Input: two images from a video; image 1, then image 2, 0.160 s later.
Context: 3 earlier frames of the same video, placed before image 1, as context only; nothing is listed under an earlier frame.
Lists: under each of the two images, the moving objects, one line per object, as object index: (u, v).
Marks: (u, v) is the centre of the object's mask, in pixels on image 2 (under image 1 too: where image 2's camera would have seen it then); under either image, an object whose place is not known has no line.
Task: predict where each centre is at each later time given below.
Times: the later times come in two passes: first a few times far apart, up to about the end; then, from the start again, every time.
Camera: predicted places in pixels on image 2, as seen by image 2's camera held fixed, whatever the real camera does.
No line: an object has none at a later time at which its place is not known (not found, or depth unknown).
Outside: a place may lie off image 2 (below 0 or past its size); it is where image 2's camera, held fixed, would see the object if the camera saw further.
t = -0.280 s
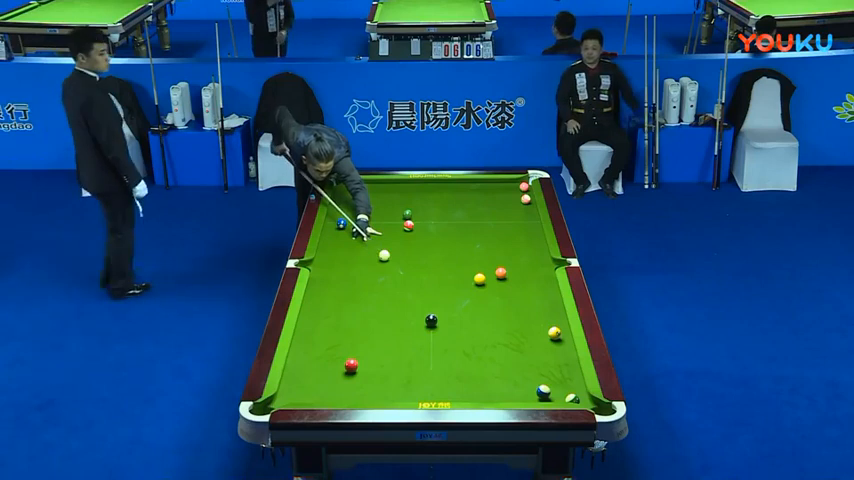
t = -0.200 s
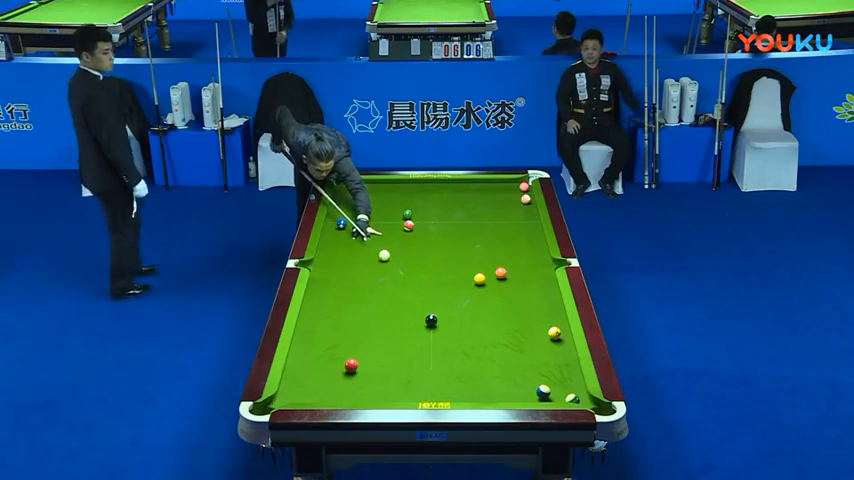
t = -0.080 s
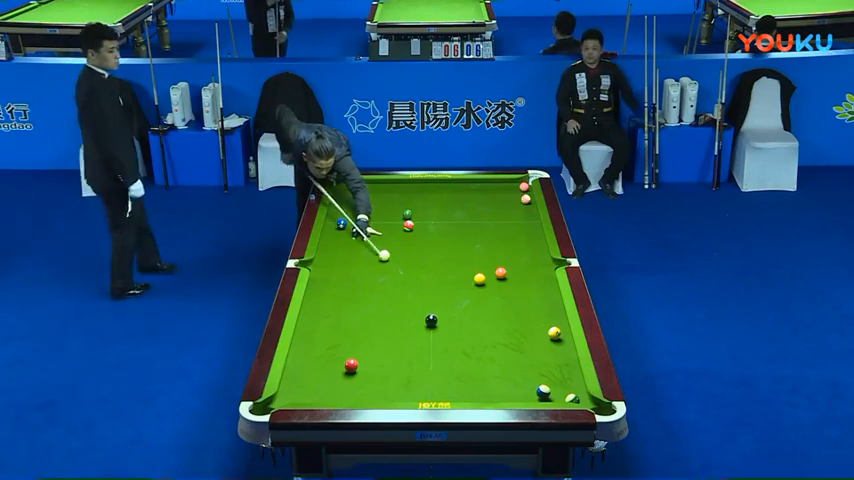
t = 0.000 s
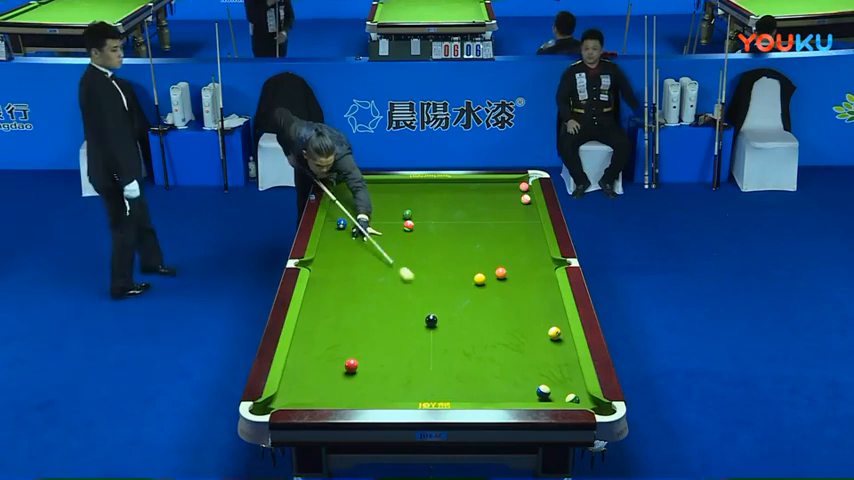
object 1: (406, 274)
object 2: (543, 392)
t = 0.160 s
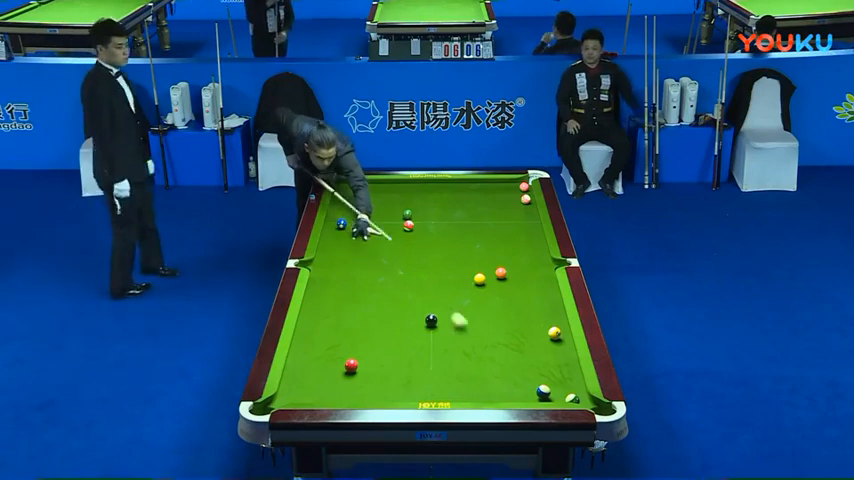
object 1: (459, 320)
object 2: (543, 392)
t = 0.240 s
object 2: (543, 392)
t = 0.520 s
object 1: (516, 393)
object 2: (549, 374)
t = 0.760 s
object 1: (487, 393)
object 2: (538, 338)
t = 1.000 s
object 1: (454, 386)
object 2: (529, 306)
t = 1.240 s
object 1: (423, 378)
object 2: (521, 279)
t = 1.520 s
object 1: (390, 370)
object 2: (512, 250)
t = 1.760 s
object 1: (364, 363)
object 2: (505, 229)
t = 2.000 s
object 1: (354, 355)
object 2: (499, 211)
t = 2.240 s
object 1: (345, 347)
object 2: (494, 195)
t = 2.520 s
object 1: (336, 339)
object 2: (489, 182)
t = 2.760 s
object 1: (328, 333)
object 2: (489, 193)
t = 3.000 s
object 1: (321, 328)
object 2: (488, 201)
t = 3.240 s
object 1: (315, 323)
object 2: (488, 211)
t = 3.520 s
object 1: (309, 318)
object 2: (487, 221)
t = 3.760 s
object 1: (304, 314)
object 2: (487, 230)
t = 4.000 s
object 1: (308, 312)
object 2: (487, 240)
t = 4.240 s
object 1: (310, 310)
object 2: (486, 249)
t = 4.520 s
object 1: (312, 308)
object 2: (486, 259)
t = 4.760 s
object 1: (313, 307)
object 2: (485, 268)
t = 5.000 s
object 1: (314, 306)
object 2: (486, 276)
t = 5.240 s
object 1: (314, 306)
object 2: (492, 280)
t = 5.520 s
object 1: (314, 307)
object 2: (497, 283)
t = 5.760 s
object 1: (314, 306)
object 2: (501, 285)
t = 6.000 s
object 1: (314, 306)
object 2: (504, 287)
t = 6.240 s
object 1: (314, 306)
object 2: (506, 290)
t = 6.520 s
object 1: (314, 307)
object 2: (509, 291)
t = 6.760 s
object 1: (314, 306)
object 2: (511, 292)
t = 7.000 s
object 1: (314, 306)
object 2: (512, 293)
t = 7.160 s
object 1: (314, 306)
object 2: (512, 293)
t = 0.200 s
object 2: (543, 392)
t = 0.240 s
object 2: (543, 392)
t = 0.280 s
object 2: (543, 392)
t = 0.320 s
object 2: (543, 392)
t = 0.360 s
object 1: (532, 386)
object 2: (546, 393)
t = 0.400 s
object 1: (529, 388)
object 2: (557, 396)
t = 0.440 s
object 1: (524, 390)
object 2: (556, 390)
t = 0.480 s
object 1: (520, 392)
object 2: (552, 382)
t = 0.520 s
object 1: (516, 393)
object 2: (549, 374)
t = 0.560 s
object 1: (512, 394)
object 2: (548, 368)
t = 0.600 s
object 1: (507, 394)
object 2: (546, 363)
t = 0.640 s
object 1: (502, 394)
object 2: (544, 356)
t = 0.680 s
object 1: (497, 394)
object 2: (543, 351)
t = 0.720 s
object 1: (492, 394)
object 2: (541, 343)
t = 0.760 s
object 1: (487, 393)
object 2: (538, 338)
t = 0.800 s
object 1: (481, 392)
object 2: (536, 333)
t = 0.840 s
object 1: (476, 391)
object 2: (535, 327)
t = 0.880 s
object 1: (470, 390)
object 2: (534, 322)
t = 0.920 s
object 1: (464, 389)
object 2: (532, 316)
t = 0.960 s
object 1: (459, 387)
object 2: (531, 312)
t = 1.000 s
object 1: (454, 386)
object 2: (529, 306)
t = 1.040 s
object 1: (449, 385)
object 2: (527, 301)
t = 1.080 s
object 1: (443, 383)
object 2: (526, 297)
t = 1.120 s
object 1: (438, 382)
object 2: (525, 292)
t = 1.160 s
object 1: (433, 381)
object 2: (524, 287)
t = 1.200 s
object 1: (428, 379)
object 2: (522, 283)
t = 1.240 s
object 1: (423, 378)
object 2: (521, 279)
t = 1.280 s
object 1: (418, 377)
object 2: (520, 274)
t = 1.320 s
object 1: (413, 376)
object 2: (518, 270)
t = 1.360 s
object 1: (408, 375)
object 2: (516, 266)
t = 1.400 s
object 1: (403, 373)
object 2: (516, 262)
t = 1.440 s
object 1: (399, 372)
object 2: (514, 258)
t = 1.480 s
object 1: (394, 371)
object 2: (513, 255)
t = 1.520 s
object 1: (390, 370)
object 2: (512, 250)
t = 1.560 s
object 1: (385, 368)
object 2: (511, 248)
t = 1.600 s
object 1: (380, 367)
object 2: (510, 243)
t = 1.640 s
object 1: (376, 366)
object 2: (508, 240)
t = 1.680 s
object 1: (372, 365)
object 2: (507, 236)
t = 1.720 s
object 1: (367, 364)
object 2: (507, 233)
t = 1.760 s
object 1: (364, 363)
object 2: (505, 229)
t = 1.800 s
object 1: (362, 361)
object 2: (503, 226)
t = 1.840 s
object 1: (361, 360)
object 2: (503, 223)
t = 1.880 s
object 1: (359, 359)
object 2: (502, 220)
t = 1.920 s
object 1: (357, 358)
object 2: (501, 217)
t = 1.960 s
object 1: (356, 356)
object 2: (499, 214)
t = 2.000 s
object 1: (354, 355)
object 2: (499, 211)
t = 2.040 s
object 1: (353, 353)
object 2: (499, 208)
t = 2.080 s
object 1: (351, 352)
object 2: (497, 205)
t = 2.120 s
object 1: (350, 351)
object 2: (496, 202)
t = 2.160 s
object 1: (348, 350)
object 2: (495, 200)
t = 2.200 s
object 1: (347, 348)
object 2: (495, 197)
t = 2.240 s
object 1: (345, 347)
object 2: (494, 195)
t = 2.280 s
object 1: (344, 346)
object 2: (492, 192)
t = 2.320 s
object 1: (343, 345)
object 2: (492, 189)
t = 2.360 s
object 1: (341, 343)
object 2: (492, 187)
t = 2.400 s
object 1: (340, 342)
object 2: (490, 184)
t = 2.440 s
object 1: (338, 341)
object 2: (489, 182)
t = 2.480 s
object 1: (337, 340)
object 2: (489, 181)
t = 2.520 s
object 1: (336, 339)
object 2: (489, 182)
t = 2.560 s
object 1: (334, 338)
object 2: (489, 185)
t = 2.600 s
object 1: (333, 337)
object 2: (488, 186)
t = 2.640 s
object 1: (332, 336)
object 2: (489, 188)
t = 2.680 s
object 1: (331, 335)
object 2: (489, 189)
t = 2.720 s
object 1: (329, 334)
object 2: (489, 191)
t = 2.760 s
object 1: (328, 333)
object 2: (489, 193)
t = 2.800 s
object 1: (327, 332)
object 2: (489, 193)
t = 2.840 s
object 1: (326, 331)
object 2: (489, 195)
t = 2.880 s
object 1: (325, 330)
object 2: (489, 197)
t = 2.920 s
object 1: (324, 329)
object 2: (488, 198)
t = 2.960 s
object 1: (323, 329)
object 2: (489, 200)
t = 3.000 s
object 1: (321, 328)
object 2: (488, 201)
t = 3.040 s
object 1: (320, 327)
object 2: (489, 203)
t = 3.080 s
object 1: (319, 326)
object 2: (488, 205)
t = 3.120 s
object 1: (318, 325)
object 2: (489, 206)
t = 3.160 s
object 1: (317, 324)
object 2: (488, 207)
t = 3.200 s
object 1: (316, 324)
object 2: (488, 209)
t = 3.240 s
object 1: (315, 323)
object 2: (488, 211)
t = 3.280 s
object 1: (314, 322)
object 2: (488, 212)
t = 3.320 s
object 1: (313, 321)
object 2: (489, 214)
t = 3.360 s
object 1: (312, 320)
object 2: (488, 215)
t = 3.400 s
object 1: (311, 320)
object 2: (488, 217)
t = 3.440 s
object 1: (310, 319)
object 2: (488, 218)
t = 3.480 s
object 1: (309, 319)
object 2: (487, 220)
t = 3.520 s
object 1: (309, 318)
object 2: (487, 221)
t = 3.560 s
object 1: (308, 317)
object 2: (487, 223)
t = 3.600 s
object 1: (307, 317)
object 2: (487, 225)
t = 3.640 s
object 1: (306, 316)
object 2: (488, 226)
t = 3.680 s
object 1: (305, 315)
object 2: (488, 228)
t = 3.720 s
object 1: (304, 315)
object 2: (488, 229)
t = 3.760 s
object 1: (304, 314)
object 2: (487, 230)
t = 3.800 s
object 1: (305, 314)
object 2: (487, 232)
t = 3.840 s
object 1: (305, 313)
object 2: (487, 233)
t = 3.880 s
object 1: (306, 313)
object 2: (487, 235)
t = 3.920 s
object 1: (306, 313)
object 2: (487, 237)
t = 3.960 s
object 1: (307, 312)
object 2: (487, 238)
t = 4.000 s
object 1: (308, 312)
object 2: (487, 240)
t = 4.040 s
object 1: (308, 311)
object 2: (487, 242)
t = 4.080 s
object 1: (309, 311)
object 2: (487, 243)
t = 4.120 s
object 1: (309, 311)
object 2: (486, 244)
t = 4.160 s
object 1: (309, 310)
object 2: (486, 245)
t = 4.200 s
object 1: (310, 310)
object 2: (486, 247)
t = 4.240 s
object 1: (310, 310)
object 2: (486, 249)
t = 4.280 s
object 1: (310, 309)
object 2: (486, 251)
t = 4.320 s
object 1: (311, 309)
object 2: (486, 252)
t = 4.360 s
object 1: (311, 309)
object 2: (486, 253)
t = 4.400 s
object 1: (311, 309)
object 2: (486, 254)
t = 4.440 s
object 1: (312, 308)
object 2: (486, 257)
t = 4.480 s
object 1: (312, 308)
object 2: (486, 258)
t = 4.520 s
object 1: (312, 308)
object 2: (486, 259)
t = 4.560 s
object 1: (312, 308)
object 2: (485, 261)
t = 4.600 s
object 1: (313, 307)
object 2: (485, 263)
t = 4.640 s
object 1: (313, 307)
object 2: (485, 264)
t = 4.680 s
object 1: (313, 307)
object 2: (485, 265)
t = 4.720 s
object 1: (313, 307)
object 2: (485, 266)
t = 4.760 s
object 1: (313, 307)
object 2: (485, 268)
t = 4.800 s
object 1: (313, 307)
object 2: (486, 270)
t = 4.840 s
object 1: (314, 307)
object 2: (486, 271)
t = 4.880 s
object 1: (314, 307)
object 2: (486, 272)
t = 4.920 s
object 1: (314, 307)
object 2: (486, 273)
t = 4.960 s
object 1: (314, 307)
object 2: (486, 274)
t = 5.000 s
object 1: (314, 306)
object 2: (486, 276)
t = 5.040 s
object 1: (314, 306)
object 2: (487, 276)
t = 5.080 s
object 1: (314, 306)
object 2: (488, 277)
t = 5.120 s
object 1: (314, 306)
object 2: (489, 278)
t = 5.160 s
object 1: (314, 306)
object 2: (490, 278)
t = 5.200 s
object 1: (314, 306)
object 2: (491, 279)
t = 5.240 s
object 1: (314, 306)
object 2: (492, 280)
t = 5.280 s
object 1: (314, 307)
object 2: (492, 280)
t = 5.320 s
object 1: (314, 306)
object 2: (493, 281)
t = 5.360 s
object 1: (314, 307)
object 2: (494, 281)
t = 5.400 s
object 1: (314, 307)
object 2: (494, 282)
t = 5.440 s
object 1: (314, 306)
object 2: (495, 282)
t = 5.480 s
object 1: (314, 306)
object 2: (496, 283)
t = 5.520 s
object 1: (314, 307)
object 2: (497, 283)
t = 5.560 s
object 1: (314, 306)
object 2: (497, 283)
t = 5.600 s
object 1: (314, 306)
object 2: (498, 284)
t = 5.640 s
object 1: (314, 306)
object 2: (499, 284)
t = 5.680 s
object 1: (314, 307)
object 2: (499, 285)
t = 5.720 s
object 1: (314, 307)
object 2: (500, 285)
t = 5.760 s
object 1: (314, 306)
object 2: (501, 285)
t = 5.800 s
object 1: (314, 306)
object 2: (502, 286)
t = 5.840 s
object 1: (314, 306)
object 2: (502, 286)
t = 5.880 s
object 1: (314, 306)
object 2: (502, 286)
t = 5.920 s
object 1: (313, 307)
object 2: (503, 287)
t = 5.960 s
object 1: (314, 307)
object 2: (504, 287)
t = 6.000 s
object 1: (314, 306)
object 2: (504, 287)
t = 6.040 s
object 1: (314, 306)
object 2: (505, 288)
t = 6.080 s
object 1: (313, 306)
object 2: (505, 288)
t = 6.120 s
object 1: (314, 307)
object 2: (505, 288)
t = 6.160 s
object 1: (314, 306)
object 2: (506, 289)
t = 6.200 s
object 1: (314, 306)
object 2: (506, 289)
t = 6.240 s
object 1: (314, 306)
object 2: (506, 290)
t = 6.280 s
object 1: (314, 306)
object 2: (507, 290)
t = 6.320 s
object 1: (314, 306)
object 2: (507, 290)
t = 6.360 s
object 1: (314, 306)
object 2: (507, 291)
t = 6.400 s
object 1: (314, 306)
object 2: (508, 290)
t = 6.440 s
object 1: (314, 307)
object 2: (508, 291)
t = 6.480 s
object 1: (314, 306)
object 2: (508, 291)
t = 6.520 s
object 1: (314, 307)
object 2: (509, 291)
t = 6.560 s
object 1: (314, 306)
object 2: (509, 291)
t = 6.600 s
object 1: (314, 307)
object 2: (509, 291)
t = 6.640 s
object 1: (313, 307)
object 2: (510, 292)
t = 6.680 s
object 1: (314, 307)
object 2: (510, 292)
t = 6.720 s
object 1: (314, 306)
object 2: (510, 292)
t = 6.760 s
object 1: (314, 306)
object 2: (511, 292)
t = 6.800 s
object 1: (314, 307)
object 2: (511, 292)
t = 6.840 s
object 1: (314, 307)
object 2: (511, 292)
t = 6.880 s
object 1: (314, 306)
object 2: (511, 292)
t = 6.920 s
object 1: (314, 306)
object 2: (511, 293)
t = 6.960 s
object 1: (314, 307)
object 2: (512, 293)
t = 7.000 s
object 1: (314, 306)
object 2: (512, 293)
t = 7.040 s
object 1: (314, 307)
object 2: (512, 293)
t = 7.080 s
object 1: (314, 307)
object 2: (512, 293)
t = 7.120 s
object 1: (314, 306)
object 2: (512, 293)
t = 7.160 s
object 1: (314, 306)
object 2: (512, 293)
